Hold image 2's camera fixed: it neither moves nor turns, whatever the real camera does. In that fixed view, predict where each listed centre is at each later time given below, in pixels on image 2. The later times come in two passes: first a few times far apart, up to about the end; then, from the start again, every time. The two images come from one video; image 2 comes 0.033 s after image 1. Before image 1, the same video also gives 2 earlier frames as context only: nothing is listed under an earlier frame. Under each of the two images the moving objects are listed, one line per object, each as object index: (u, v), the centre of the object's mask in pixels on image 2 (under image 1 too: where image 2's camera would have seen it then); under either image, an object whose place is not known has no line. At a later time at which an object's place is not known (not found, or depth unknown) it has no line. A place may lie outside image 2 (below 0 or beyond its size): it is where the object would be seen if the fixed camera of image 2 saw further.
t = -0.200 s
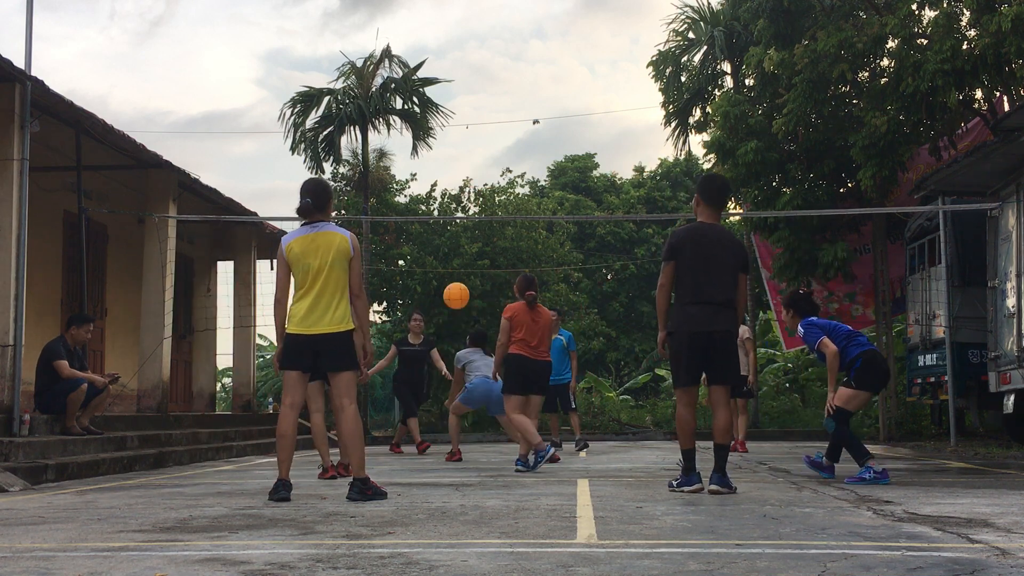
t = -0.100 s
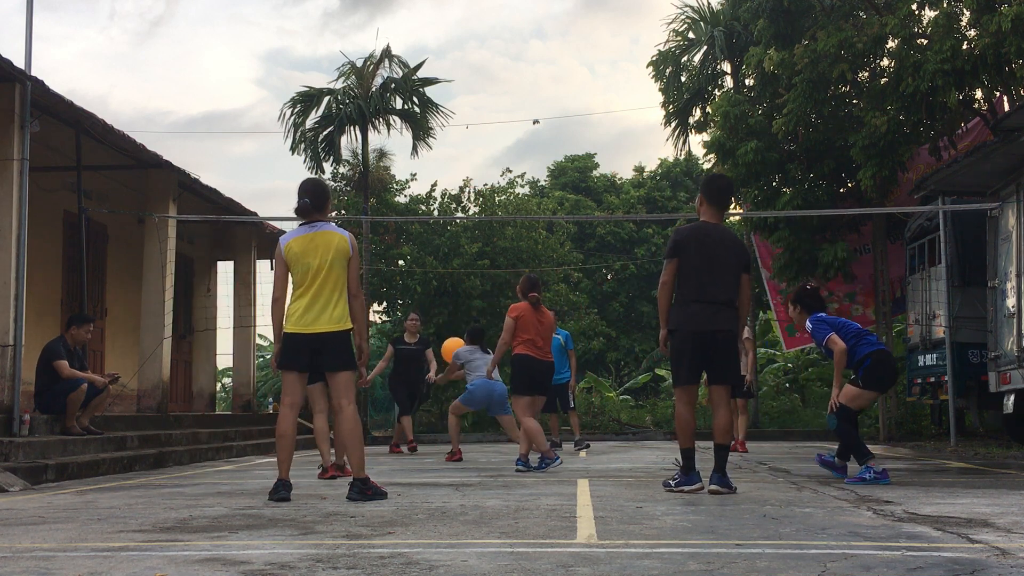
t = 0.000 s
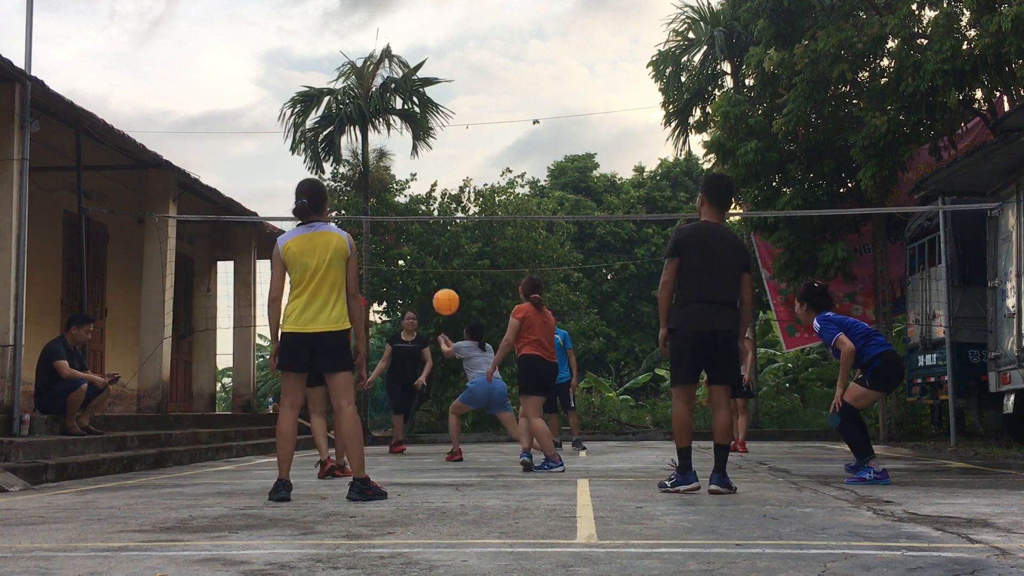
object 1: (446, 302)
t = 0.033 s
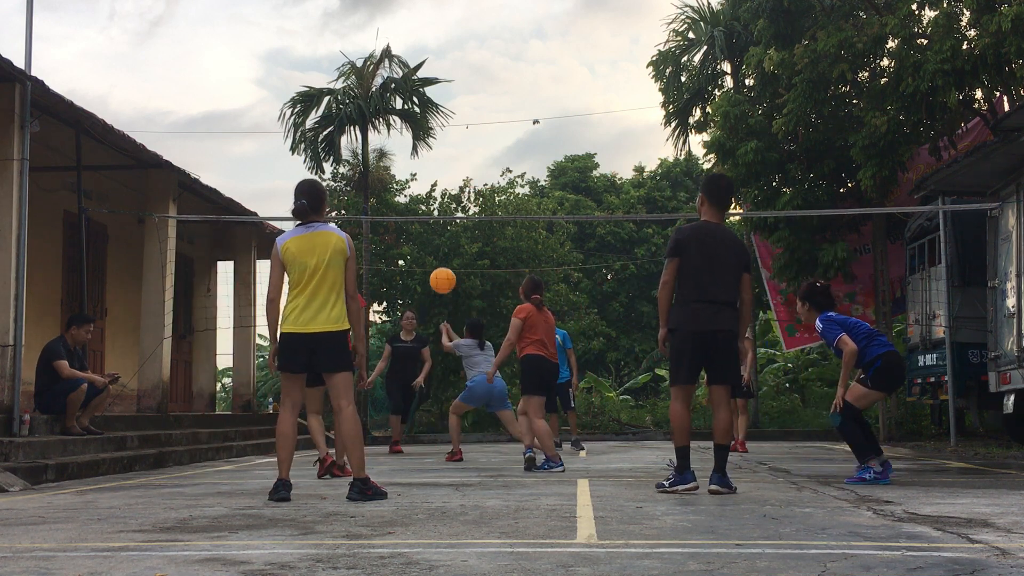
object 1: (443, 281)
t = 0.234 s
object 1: (422, 181)
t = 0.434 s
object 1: (404, 126)
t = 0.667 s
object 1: (385, 112)
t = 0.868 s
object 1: (371, 139)
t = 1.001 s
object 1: (361, 177)
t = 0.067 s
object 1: (439, 261)
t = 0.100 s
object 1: (436, 242)
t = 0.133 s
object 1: (432, 228)
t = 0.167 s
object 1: (429, 209)
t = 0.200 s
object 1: (425, 195)
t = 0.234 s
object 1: (422, 181)
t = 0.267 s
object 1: (419, 169)
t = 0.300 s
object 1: (415, 158)
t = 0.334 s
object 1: (412, 148)
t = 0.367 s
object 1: (409, 140)
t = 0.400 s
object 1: (406, 132)
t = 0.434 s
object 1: (404, 126)
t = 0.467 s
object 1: (401, 121)
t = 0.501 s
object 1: (398, 117)
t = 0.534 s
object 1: (395, 114)
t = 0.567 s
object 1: (393, 112)
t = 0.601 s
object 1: (390, 111)
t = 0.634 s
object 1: (388, 111)
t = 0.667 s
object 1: (385, 112)
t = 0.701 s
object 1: (383, 114)
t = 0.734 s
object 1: (380, 117)
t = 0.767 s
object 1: (378, 121)
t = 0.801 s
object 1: (376, 126)
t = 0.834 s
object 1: (373, 133)
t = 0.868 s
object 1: (371, 139)
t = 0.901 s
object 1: (368, 148)
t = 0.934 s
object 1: (366, 157)
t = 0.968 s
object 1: (364, 167)
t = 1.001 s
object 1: (361, 177)
